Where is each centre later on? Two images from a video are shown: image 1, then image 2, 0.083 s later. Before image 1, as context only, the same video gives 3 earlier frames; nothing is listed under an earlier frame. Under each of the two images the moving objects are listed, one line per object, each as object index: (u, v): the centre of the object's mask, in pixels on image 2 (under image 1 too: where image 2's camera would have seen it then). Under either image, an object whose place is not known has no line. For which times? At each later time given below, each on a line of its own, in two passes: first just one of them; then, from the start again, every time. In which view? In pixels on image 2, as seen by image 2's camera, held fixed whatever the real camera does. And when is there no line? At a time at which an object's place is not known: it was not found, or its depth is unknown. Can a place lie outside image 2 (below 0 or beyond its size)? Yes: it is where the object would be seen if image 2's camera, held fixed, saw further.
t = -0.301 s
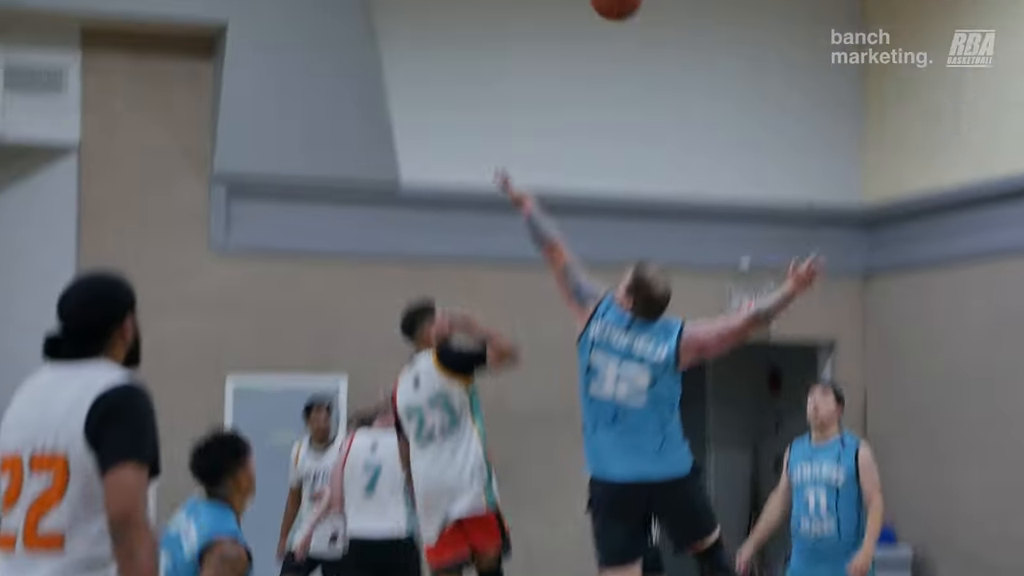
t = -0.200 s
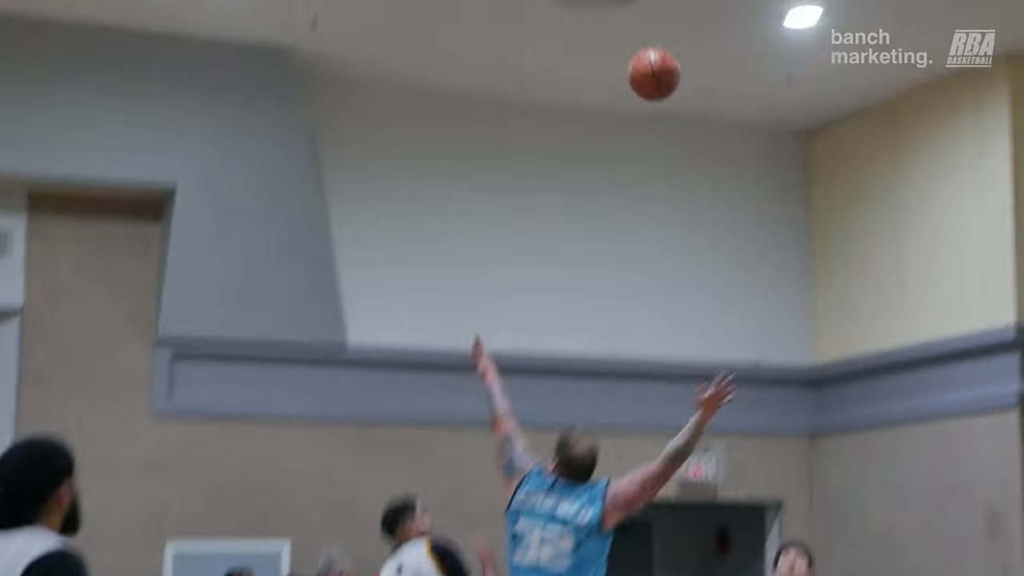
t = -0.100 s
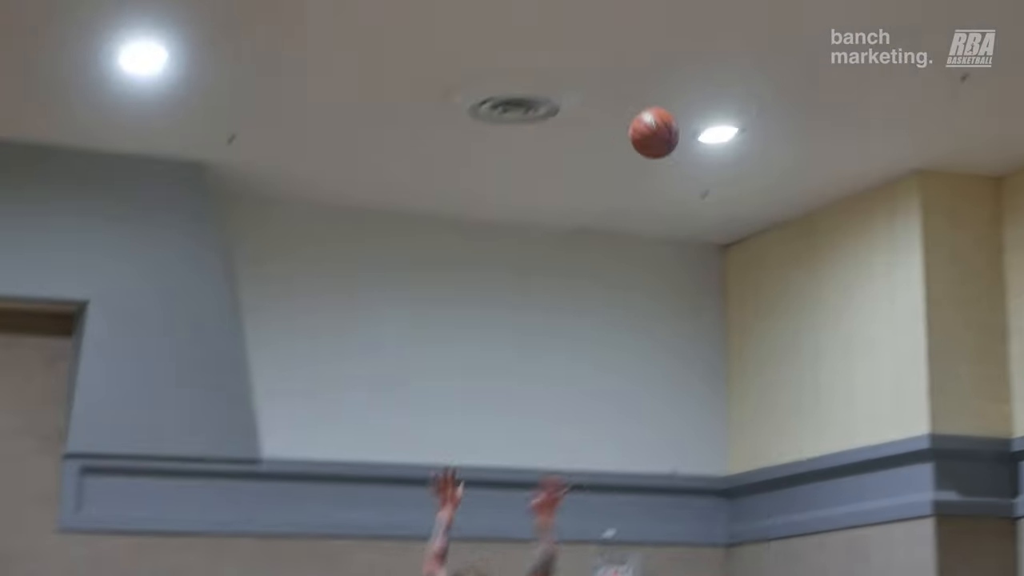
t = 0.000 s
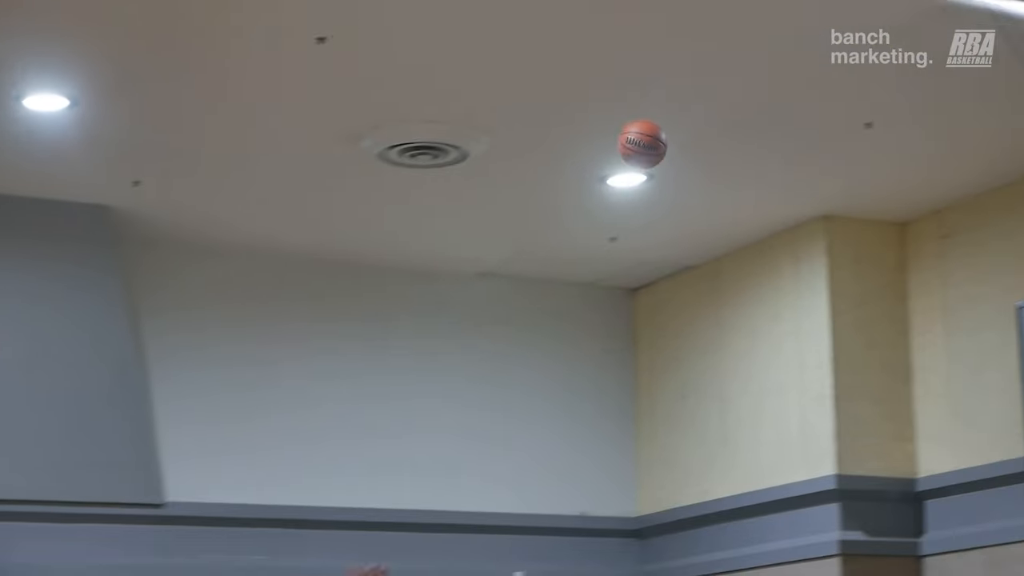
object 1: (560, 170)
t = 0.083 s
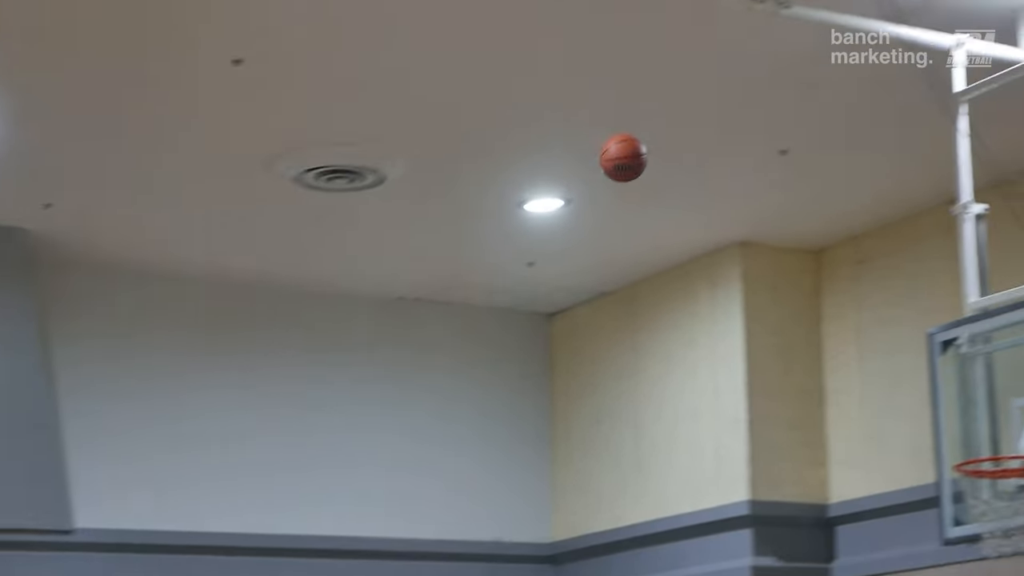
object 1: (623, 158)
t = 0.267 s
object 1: (755, 178)
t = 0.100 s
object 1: (635, 157)
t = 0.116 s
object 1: (648, 157)
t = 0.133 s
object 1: (660, 157)
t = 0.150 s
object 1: (671, 158)
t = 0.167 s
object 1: (684, 159)
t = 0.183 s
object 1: (696, 161)
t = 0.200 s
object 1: (708, 163)
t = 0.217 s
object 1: (719, 167)
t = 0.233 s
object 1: (731, 170)
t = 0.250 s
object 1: (743, 174)
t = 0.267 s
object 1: (755, 178)
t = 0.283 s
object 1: (767, 183)
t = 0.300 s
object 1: (779, 189)
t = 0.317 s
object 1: (791, 195)
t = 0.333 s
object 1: (802, 201)
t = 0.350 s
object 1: (814, 208)
